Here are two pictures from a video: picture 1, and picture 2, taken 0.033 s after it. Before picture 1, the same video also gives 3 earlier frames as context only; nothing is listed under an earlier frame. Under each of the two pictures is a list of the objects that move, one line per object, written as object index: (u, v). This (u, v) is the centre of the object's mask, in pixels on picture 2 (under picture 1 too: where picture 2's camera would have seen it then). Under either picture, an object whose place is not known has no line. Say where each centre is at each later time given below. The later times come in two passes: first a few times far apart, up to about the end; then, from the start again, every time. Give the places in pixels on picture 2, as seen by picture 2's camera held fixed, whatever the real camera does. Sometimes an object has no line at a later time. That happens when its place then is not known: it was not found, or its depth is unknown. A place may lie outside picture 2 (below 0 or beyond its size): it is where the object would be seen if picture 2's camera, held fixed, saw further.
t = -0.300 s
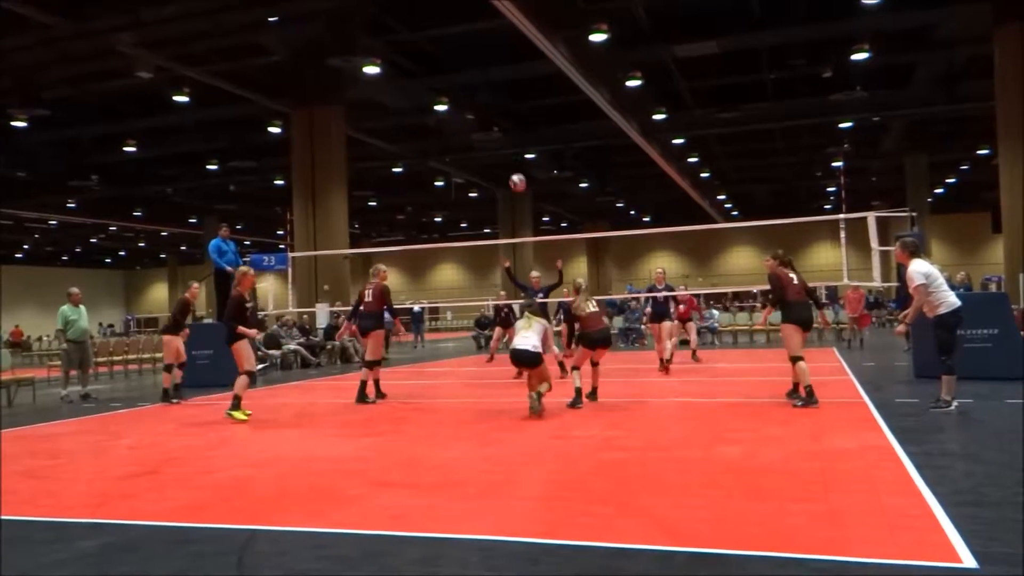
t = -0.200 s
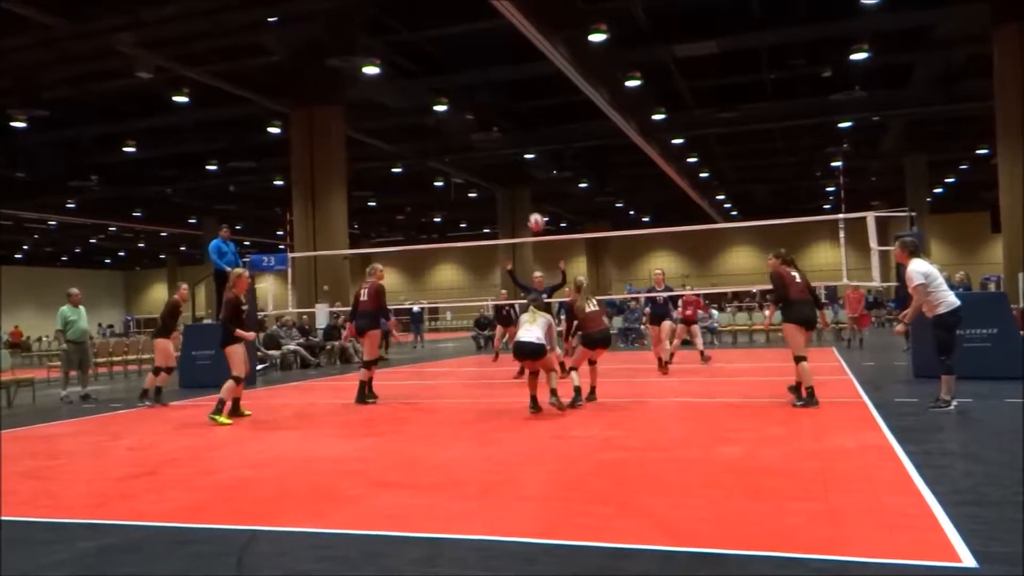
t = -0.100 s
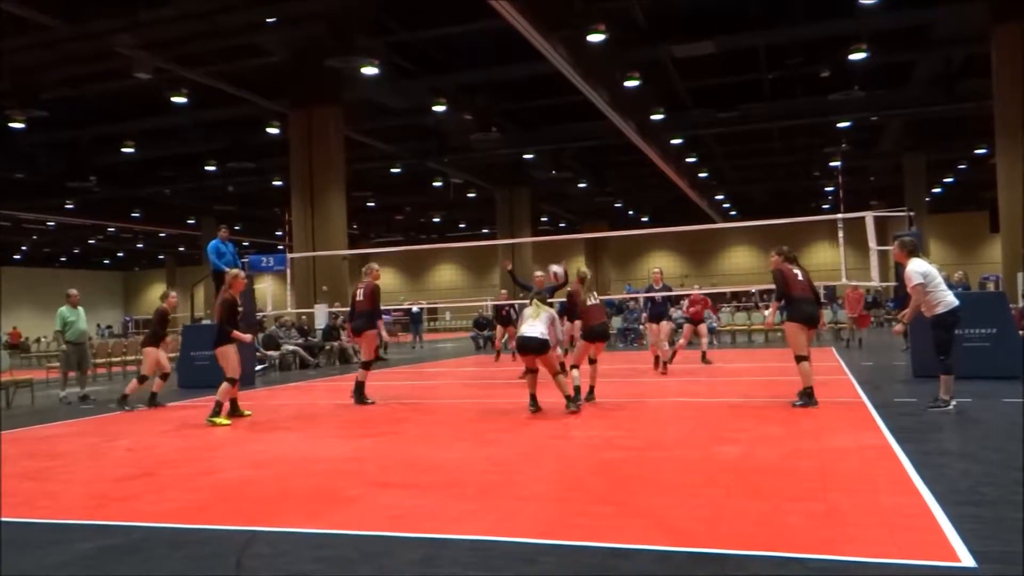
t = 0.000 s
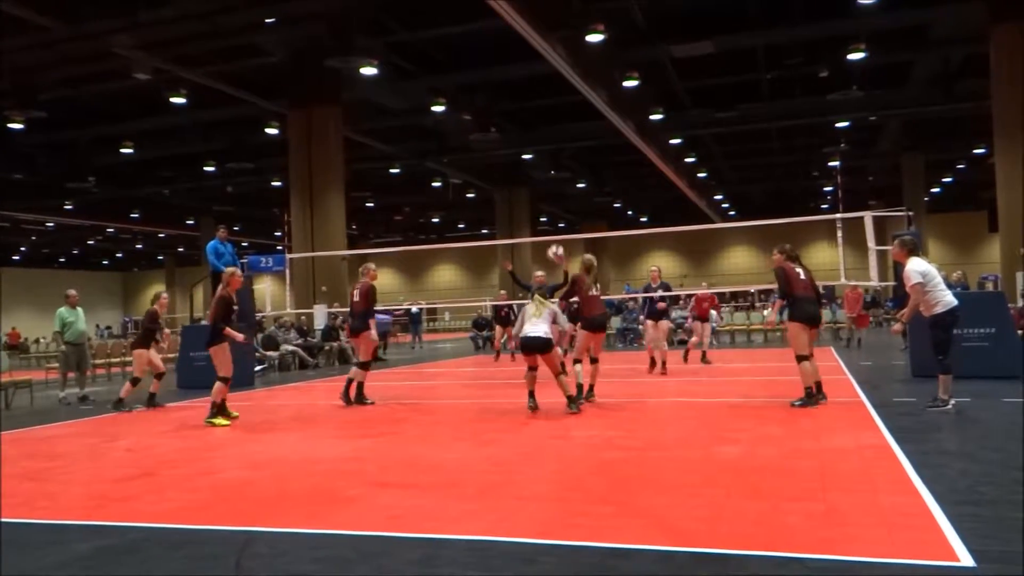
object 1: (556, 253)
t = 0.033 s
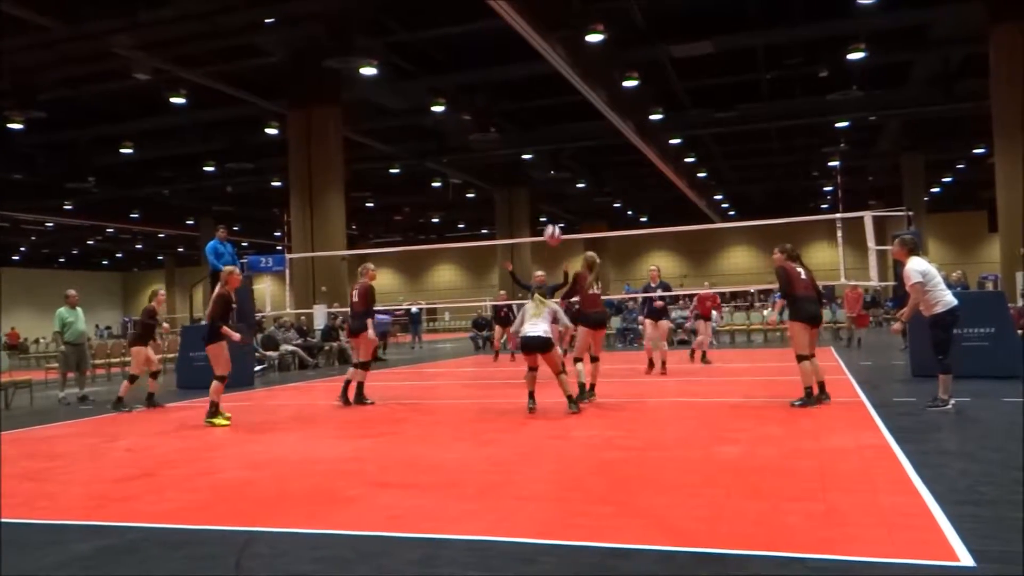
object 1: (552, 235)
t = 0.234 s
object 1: (534, 138)
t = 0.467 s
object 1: (513, 70)
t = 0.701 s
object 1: (495, 48)
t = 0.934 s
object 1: (480, 68)
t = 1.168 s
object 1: (467, 129)
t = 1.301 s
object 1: (461, 181)
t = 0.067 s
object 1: (549, 216)
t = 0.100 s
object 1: (546, 199)
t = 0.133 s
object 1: (543, 182)
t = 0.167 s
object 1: (540, 166)
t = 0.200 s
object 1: (537, 151)
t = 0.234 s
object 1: (534, 138)
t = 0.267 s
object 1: (530, 125)
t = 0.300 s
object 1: (527, 113)
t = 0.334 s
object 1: (524, 103)
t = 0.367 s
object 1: (522, 94)
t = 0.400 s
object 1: (519, 85)
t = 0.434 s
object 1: (516, 77)
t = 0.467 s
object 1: (513, 70)
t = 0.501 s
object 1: (511, 64)
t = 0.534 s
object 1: (508, 59)
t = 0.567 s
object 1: (505, 55)
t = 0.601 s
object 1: (502, 53)
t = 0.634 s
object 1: (500, 50)
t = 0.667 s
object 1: (498, 49)
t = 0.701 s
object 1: (495, 48)
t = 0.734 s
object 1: (493, 48)
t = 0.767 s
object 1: (491, 50)
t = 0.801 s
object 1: (489, 51)
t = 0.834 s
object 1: (486, 54)
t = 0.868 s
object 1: (484, 58)
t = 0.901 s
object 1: (482, 63)
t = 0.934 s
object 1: (480, 68)
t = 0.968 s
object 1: (478, 74)
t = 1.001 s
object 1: (476, 81)
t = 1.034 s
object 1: (474, 89)
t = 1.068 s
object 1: (472, 98)
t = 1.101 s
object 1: (470, 108)
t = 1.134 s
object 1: (469, 118)
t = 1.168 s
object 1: (467, 129)
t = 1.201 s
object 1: (465, 141)
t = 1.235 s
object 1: (464, 154)
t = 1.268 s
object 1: (463, 167)
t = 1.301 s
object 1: (461, 181)
